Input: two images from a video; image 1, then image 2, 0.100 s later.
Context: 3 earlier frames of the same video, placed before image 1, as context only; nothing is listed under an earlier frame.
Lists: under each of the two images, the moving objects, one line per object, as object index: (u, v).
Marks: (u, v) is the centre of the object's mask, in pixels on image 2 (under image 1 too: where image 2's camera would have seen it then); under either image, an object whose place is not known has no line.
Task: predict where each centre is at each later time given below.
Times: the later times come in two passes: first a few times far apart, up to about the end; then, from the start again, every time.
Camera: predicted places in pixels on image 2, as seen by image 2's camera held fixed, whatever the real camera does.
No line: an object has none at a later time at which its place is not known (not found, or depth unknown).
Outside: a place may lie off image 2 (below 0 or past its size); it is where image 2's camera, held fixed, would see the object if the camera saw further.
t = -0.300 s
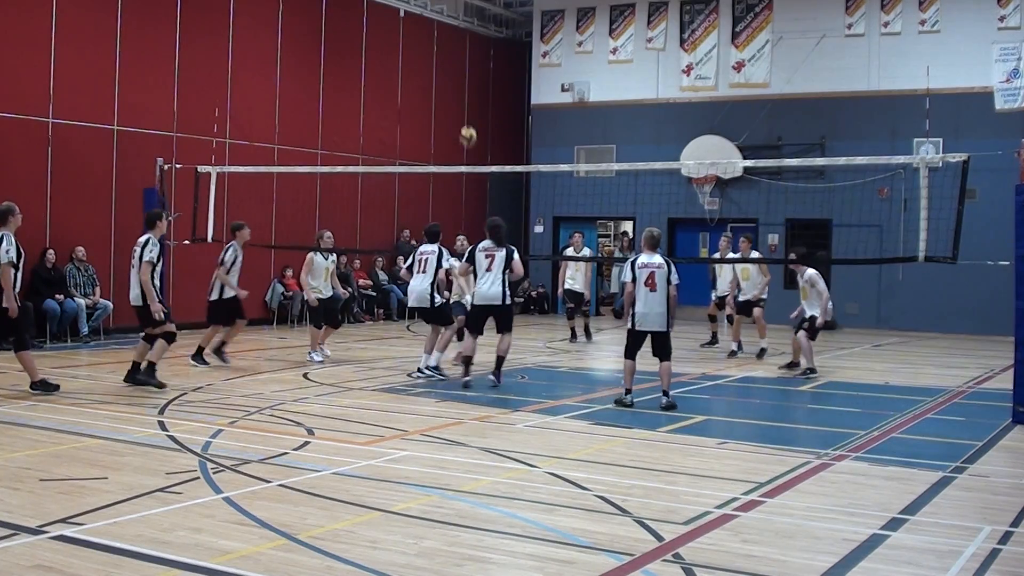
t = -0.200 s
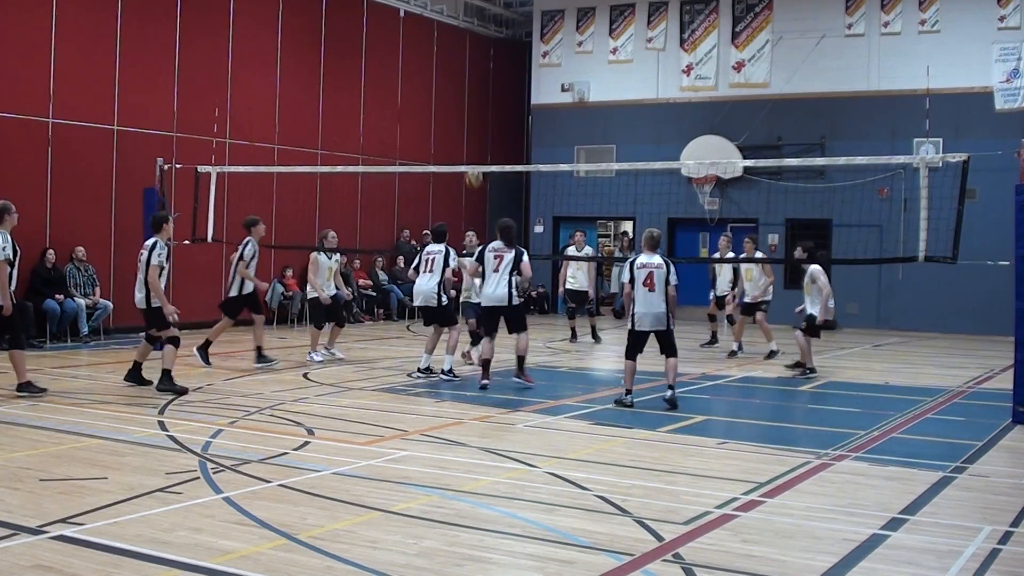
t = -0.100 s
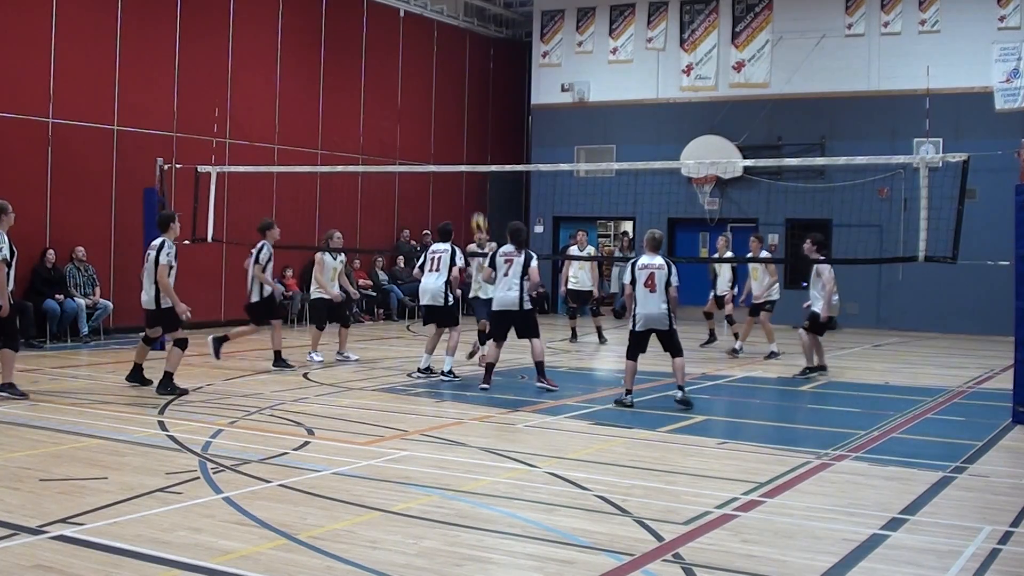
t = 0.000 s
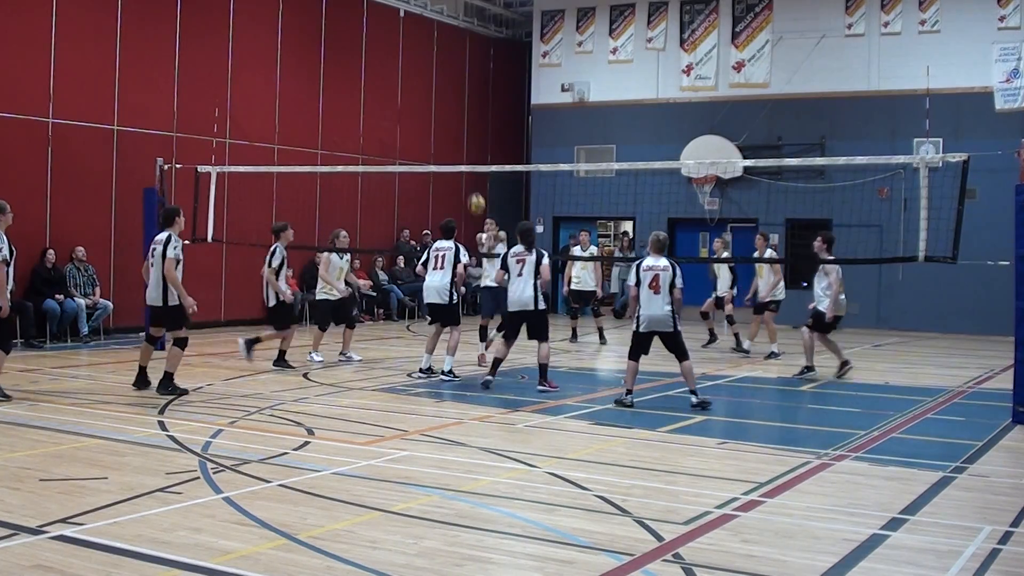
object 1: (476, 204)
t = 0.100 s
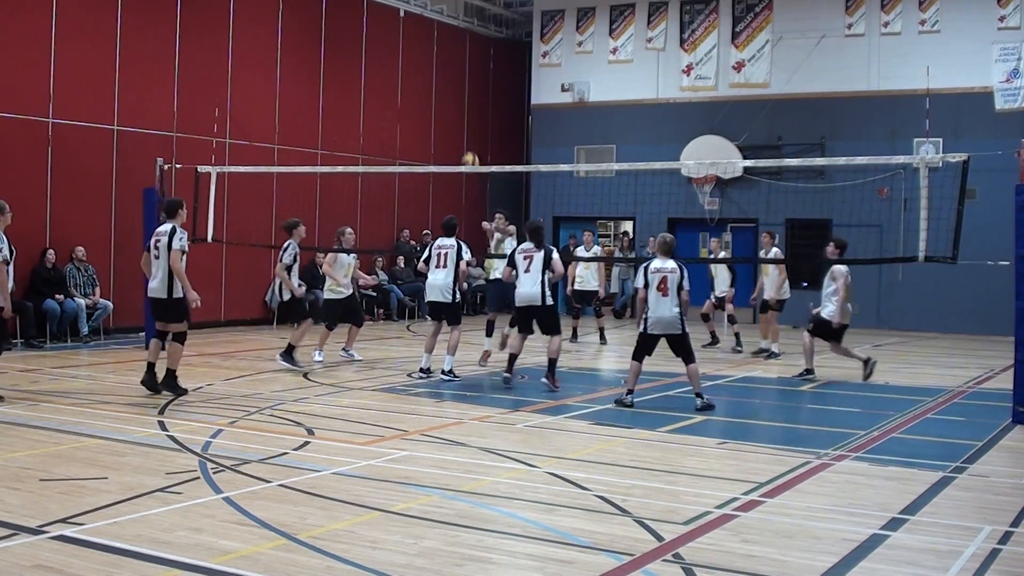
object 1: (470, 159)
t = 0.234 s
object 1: (461, 120)
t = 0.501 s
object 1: (444, 79)
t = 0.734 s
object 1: (426, 91)
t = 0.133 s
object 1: (468, 149)
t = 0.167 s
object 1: (466, 139)
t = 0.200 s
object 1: (463, 129)
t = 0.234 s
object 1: (461, 120)
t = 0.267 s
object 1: (459, 112)
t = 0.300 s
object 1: (457, 105)
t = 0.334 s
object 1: (455, 98)
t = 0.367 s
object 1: (453, 93)
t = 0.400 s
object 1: (451, 88)
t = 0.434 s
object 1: (448, 84)
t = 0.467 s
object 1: (446, 81)
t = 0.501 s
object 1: (444, 79)
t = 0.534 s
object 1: (441, 78)
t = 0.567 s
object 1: (439, 77)
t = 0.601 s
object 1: (436, 78)
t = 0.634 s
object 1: (433, 80)
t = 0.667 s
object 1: (431, 83)
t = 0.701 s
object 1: (429, 86)
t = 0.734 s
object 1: (426, 91)
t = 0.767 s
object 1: (424, 96)
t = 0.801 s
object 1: (422, 102)
